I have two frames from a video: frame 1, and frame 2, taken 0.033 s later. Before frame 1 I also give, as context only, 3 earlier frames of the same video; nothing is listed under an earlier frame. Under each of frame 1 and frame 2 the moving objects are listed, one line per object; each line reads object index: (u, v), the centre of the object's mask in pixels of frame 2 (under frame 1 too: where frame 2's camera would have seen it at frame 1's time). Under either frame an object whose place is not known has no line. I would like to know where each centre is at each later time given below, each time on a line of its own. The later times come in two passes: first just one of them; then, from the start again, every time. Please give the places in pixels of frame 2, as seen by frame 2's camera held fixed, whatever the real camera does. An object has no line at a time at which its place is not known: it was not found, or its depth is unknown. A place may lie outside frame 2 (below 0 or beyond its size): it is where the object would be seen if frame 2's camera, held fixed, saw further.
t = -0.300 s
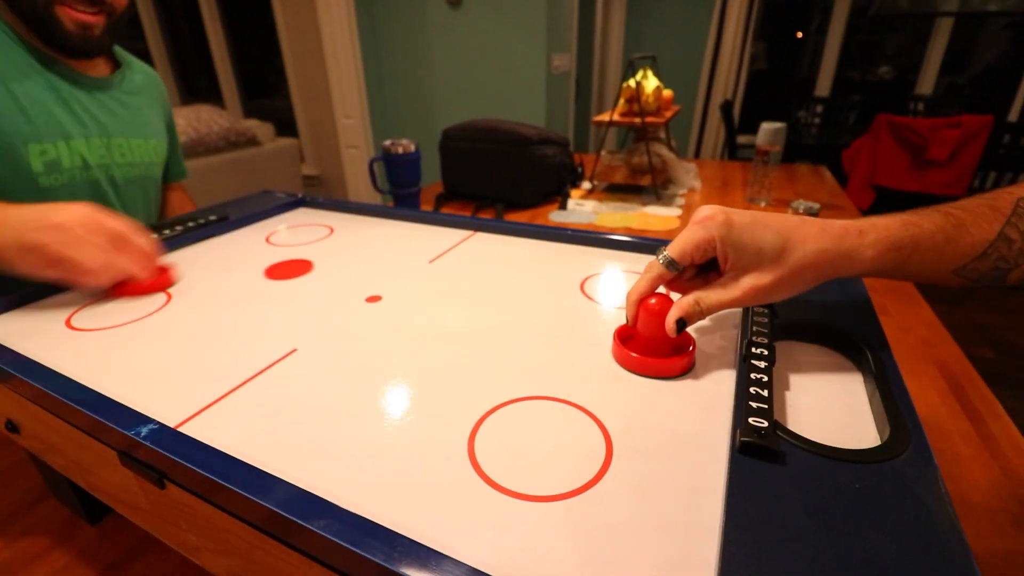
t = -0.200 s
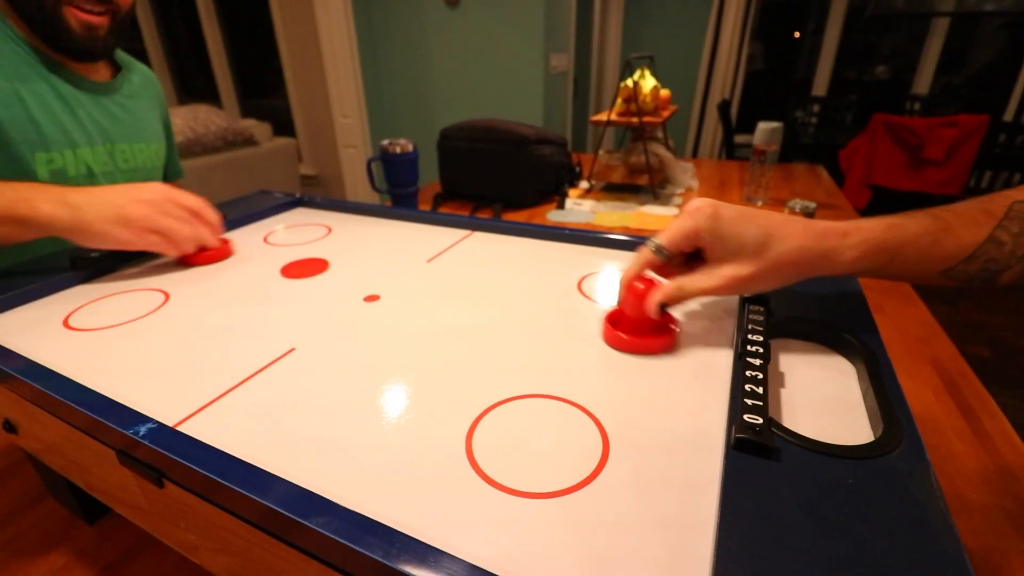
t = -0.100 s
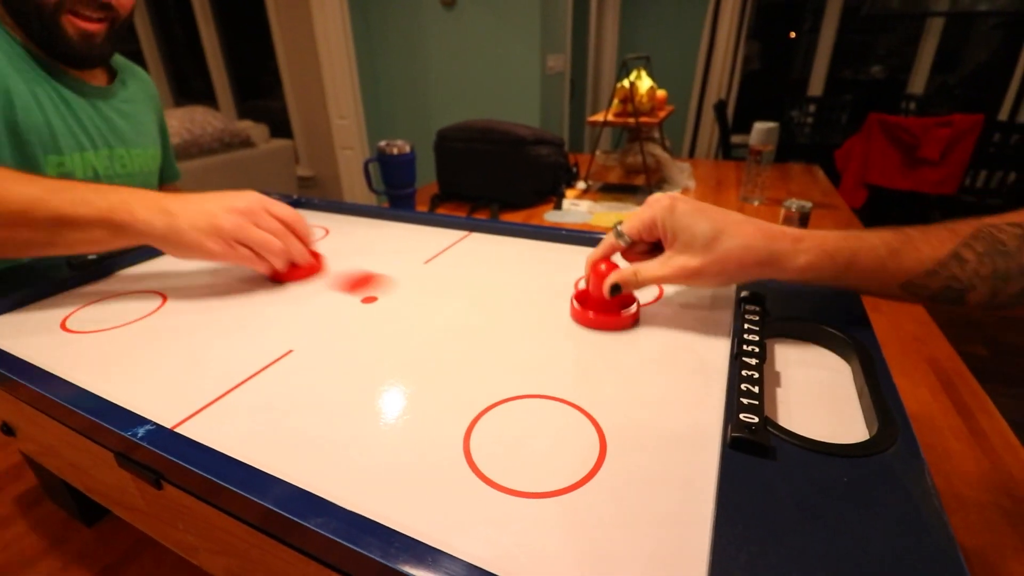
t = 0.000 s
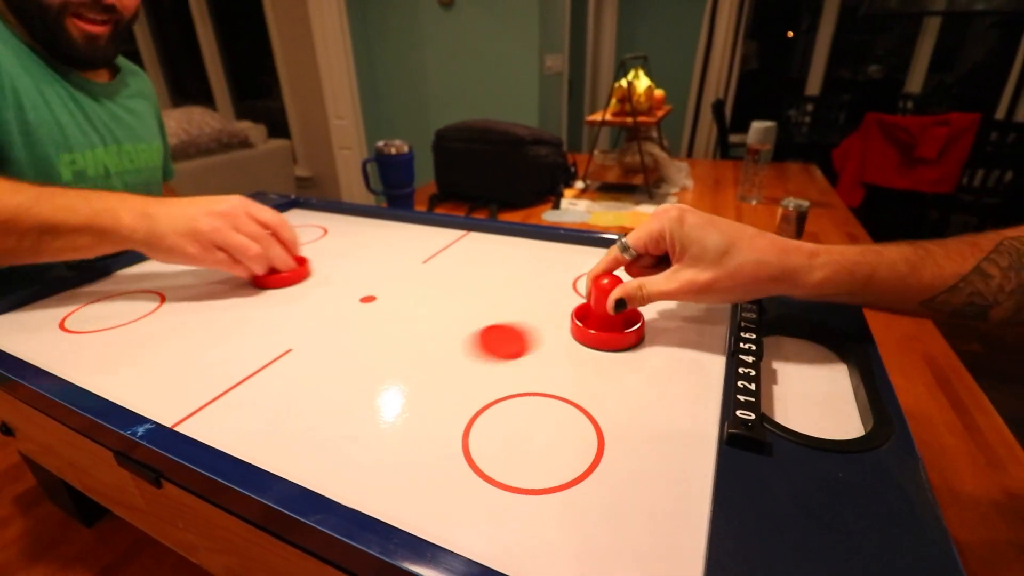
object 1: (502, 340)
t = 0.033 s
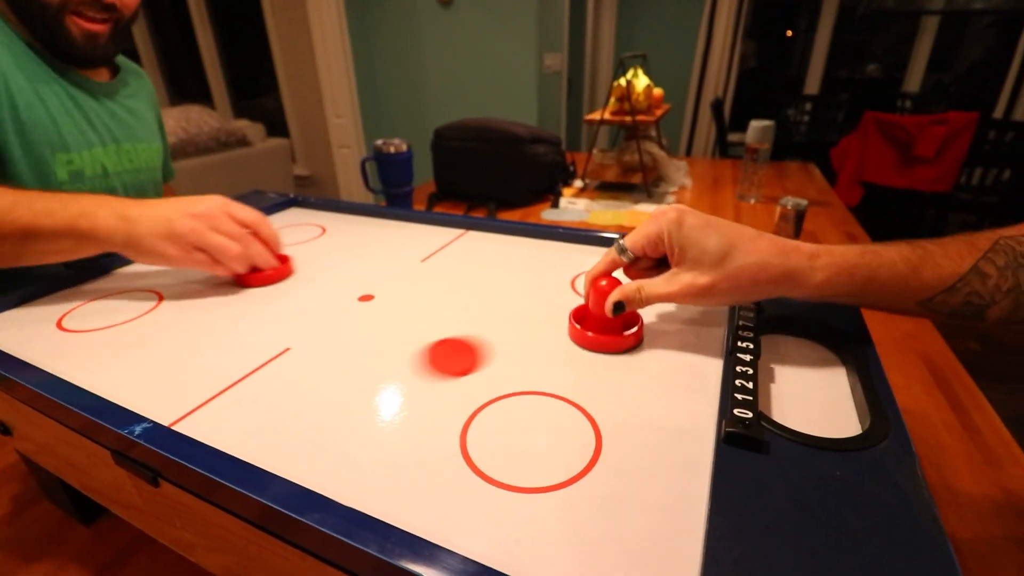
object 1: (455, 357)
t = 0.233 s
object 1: (272, 370)
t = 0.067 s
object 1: (402, 375)
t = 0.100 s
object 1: (345, 394)
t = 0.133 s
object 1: (286, 415)
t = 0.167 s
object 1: (246, 420)
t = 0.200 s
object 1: (261, 392)
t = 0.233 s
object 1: (272, 370)
